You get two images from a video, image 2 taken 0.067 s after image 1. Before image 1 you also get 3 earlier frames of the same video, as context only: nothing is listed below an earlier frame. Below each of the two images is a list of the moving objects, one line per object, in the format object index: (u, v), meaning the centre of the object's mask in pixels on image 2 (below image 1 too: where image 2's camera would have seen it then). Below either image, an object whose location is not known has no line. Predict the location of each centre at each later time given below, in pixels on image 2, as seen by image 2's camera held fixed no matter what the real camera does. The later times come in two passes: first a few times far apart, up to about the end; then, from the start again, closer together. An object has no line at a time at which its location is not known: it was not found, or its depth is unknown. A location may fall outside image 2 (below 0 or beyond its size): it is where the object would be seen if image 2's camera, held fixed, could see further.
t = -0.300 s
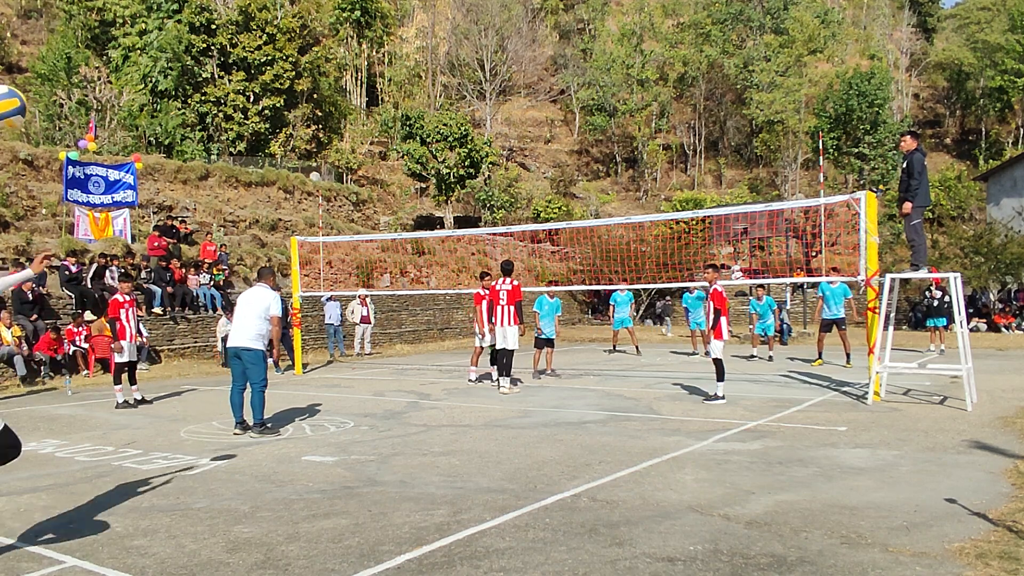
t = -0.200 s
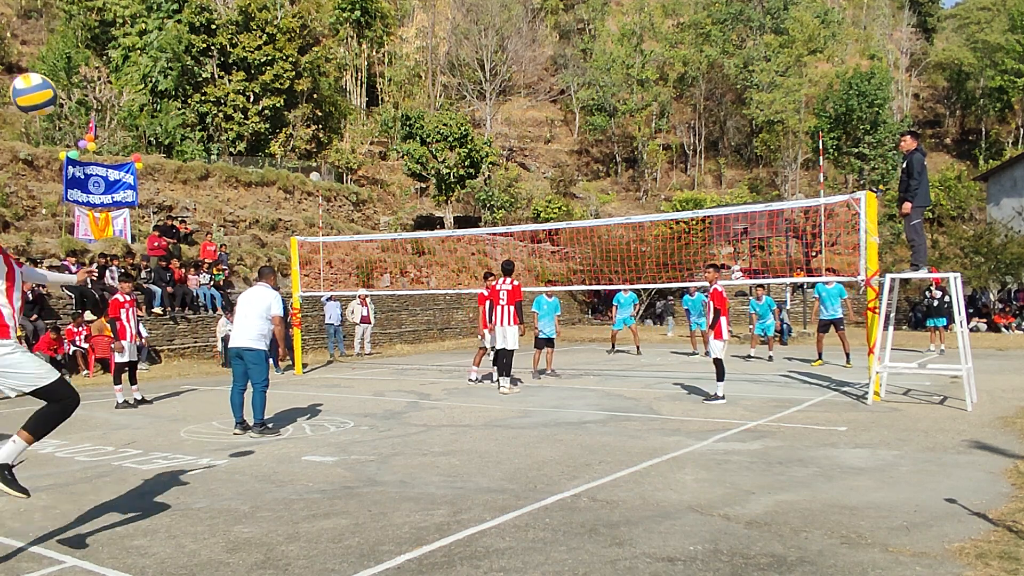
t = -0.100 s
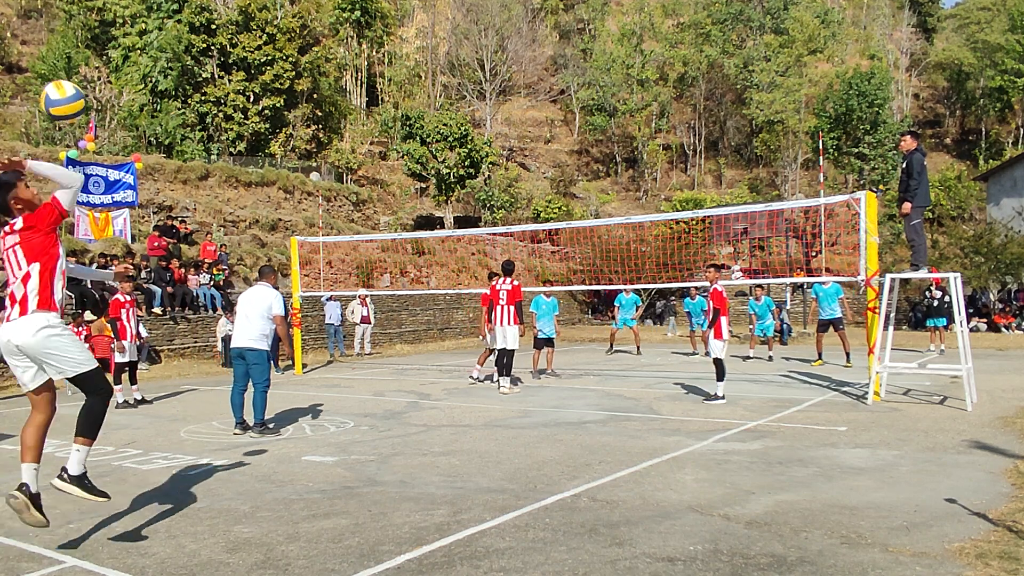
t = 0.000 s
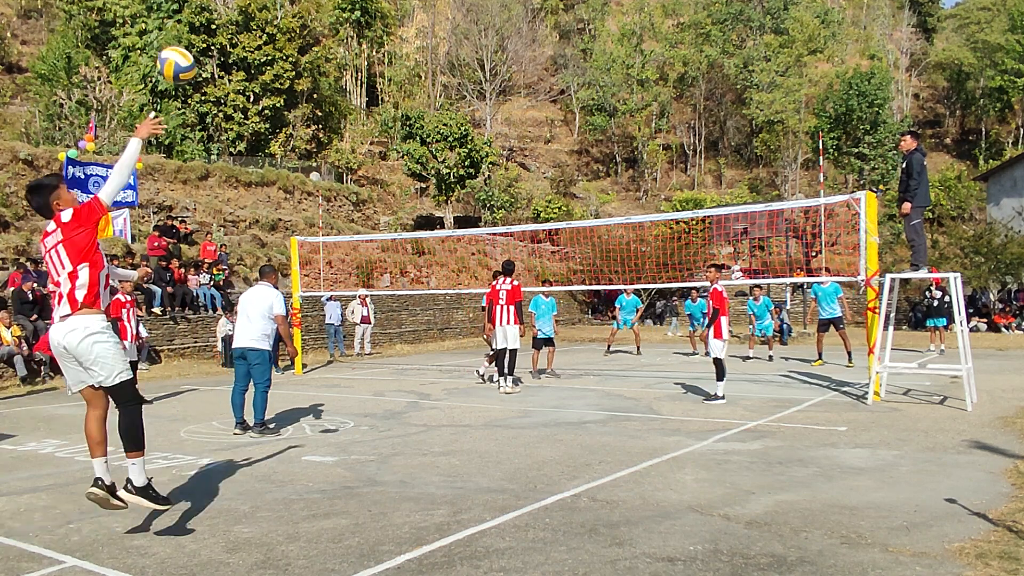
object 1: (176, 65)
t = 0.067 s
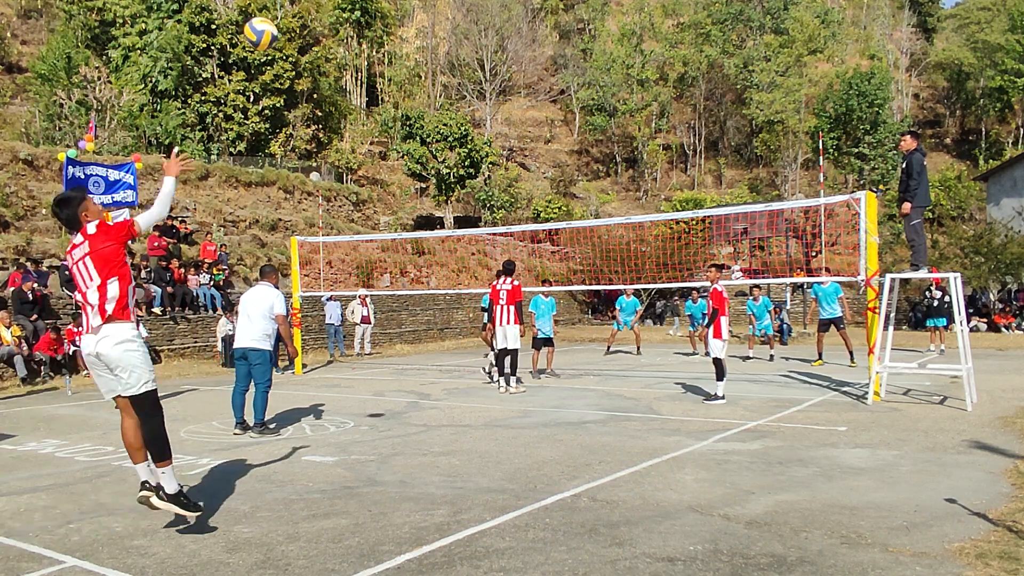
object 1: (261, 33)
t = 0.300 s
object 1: (443, 5)
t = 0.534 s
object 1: (542, 31)
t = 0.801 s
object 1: (608, 99)
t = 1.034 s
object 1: (646, 171)
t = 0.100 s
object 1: (295, 23)
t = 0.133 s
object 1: (327, 14)
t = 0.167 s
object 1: (355, 11)
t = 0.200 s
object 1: (380, 8)
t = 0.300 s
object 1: (443, 5)
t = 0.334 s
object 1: (461, 5)
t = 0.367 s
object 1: (476, 7)
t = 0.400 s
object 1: (492, 9)
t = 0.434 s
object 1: (506, 13)
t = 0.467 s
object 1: (519, 18)
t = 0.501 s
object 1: (531, 24)
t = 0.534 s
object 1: (542, 31)
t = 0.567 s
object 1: (552, 37)
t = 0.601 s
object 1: (562, 45)
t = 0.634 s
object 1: (571, 53)
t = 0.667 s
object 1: (579, 61)
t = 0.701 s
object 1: (587, 70)
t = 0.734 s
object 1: (595, 80)
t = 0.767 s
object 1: (602, 88)
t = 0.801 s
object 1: (608, 99)
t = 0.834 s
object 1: (614, 108)
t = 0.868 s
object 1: (620, 118)
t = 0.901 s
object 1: (625, 128)
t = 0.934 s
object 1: (630, 139)
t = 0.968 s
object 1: (636, 150)
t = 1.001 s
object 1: (641, 160)
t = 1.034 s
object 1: (646, 171)
